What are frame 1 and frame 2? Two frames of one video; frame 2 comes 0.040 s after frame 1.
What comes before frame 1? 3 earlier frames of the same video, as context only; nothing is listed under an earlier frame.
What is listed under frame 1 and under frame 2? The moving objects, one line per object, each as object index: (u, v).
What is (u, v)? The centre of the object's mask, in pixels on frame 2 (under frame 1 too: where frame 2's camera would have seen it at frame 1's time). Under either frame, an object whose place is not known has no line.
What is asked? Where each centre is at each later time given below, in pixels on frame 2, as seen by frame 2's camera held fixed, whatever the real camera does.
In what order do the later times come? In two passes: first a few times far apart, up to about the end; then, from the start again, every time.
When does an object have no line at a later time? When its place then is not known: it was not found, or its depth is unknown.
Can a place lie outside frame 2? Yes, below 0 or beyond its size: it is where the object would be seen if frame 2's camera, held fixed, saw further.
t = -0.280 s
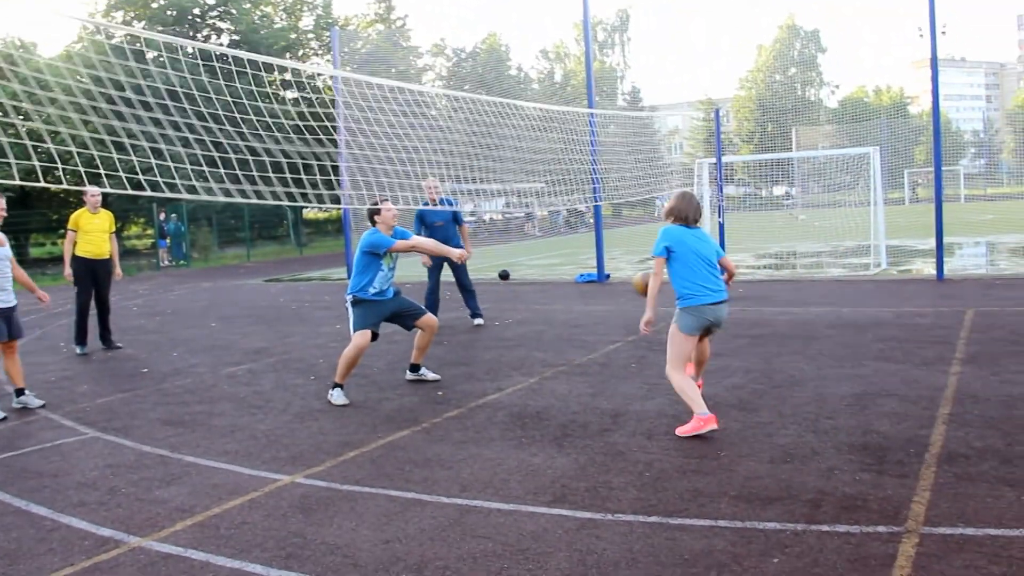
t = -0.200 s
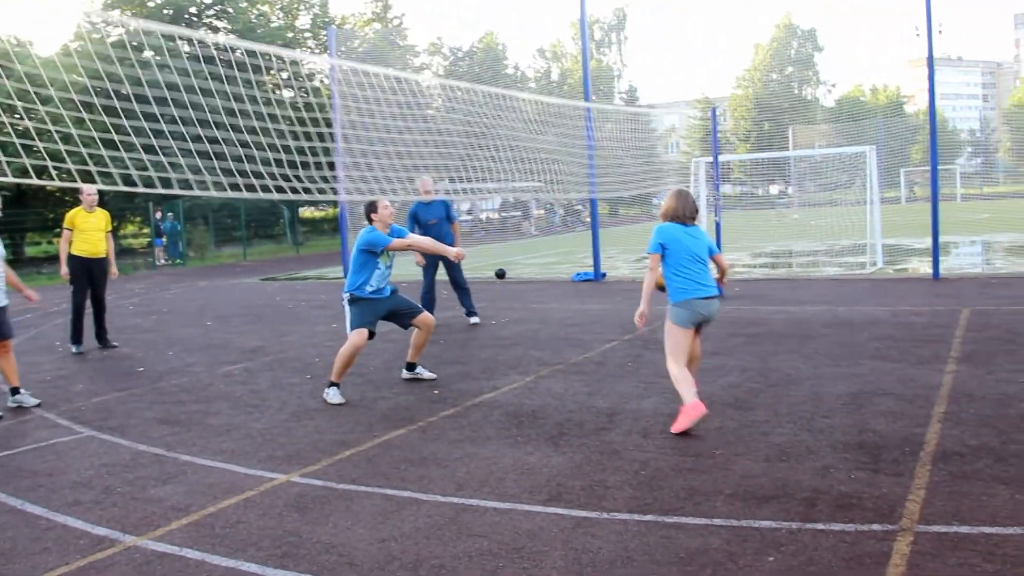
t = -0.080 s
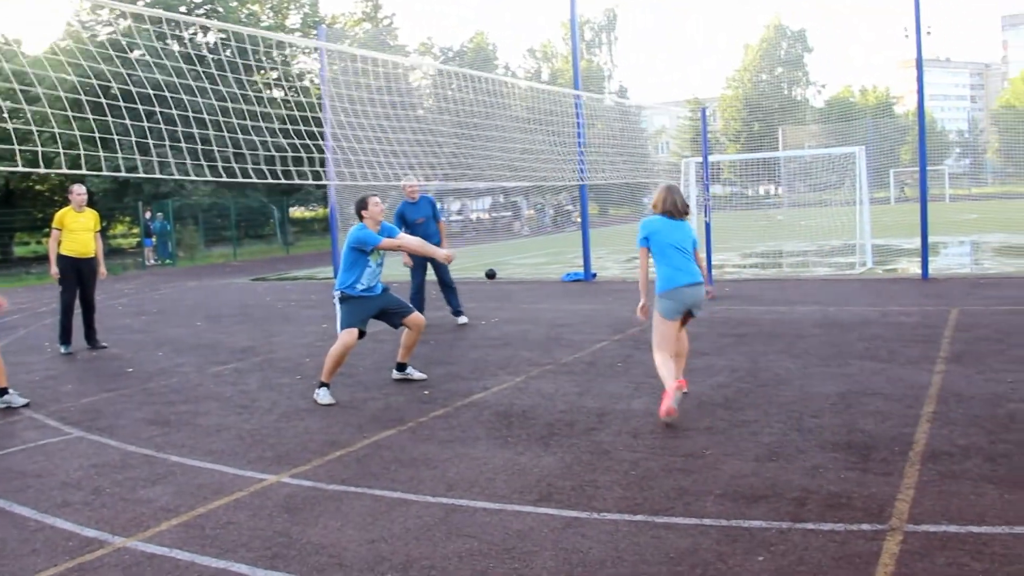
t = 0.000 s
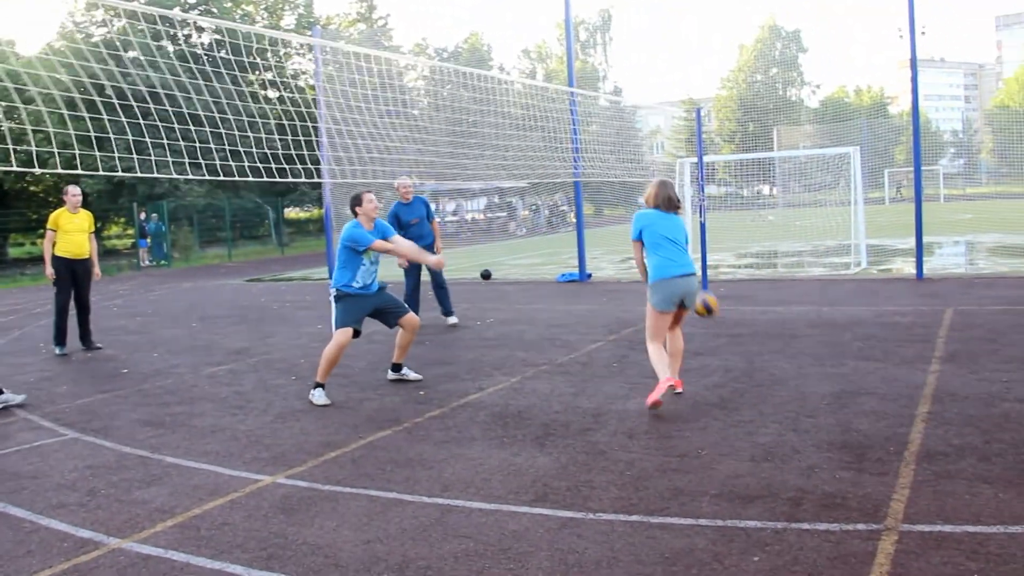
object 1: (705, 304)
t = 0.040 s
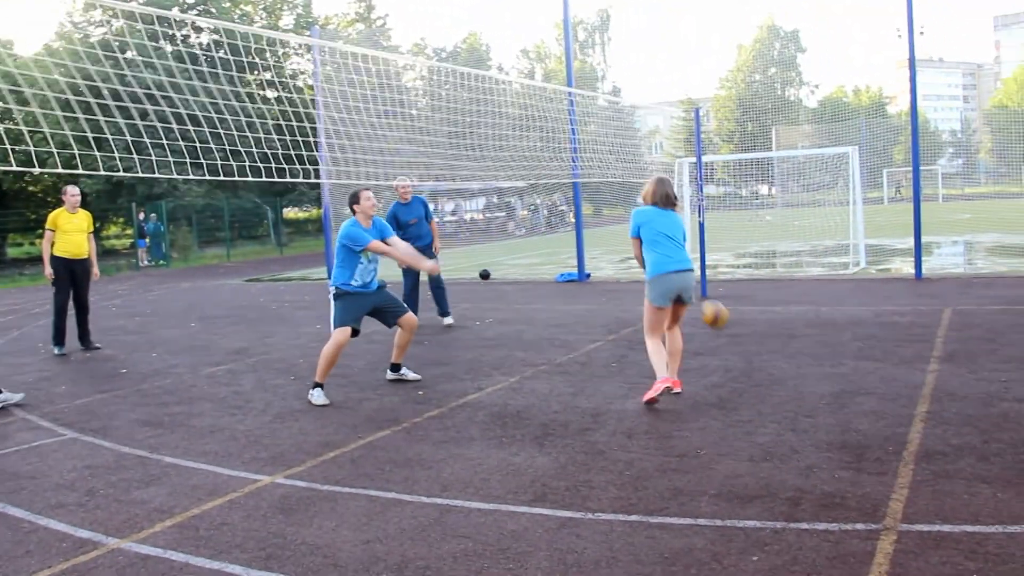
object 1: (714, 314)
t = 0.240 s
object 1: (764, 313)
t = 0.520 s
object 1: (823, 296)
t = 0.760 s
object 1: (873, 311)
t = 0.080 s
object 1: (725, 326)
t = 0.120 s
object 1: (735, 339)
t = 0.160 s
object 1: (744, 334)
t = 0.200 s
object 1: (754, 322)
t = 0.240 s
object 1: (764, 313)
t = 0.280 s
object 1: (771, 305)
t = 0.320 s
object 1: (780, 299)
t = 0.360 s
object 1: (789, 295)
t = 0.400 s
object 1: (798, 293)
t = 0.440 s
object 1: (805, 293)
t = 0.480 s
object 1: (815, 294)
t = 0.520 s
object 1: (823, 296)
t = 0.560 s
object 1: (832, 301)
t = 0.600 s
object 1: (839, 307)
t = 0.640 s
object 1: (849, 315)
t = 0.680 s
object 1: (857, 326)
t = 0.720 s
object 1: (865, 319)
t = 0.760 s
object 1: (873, 311)
